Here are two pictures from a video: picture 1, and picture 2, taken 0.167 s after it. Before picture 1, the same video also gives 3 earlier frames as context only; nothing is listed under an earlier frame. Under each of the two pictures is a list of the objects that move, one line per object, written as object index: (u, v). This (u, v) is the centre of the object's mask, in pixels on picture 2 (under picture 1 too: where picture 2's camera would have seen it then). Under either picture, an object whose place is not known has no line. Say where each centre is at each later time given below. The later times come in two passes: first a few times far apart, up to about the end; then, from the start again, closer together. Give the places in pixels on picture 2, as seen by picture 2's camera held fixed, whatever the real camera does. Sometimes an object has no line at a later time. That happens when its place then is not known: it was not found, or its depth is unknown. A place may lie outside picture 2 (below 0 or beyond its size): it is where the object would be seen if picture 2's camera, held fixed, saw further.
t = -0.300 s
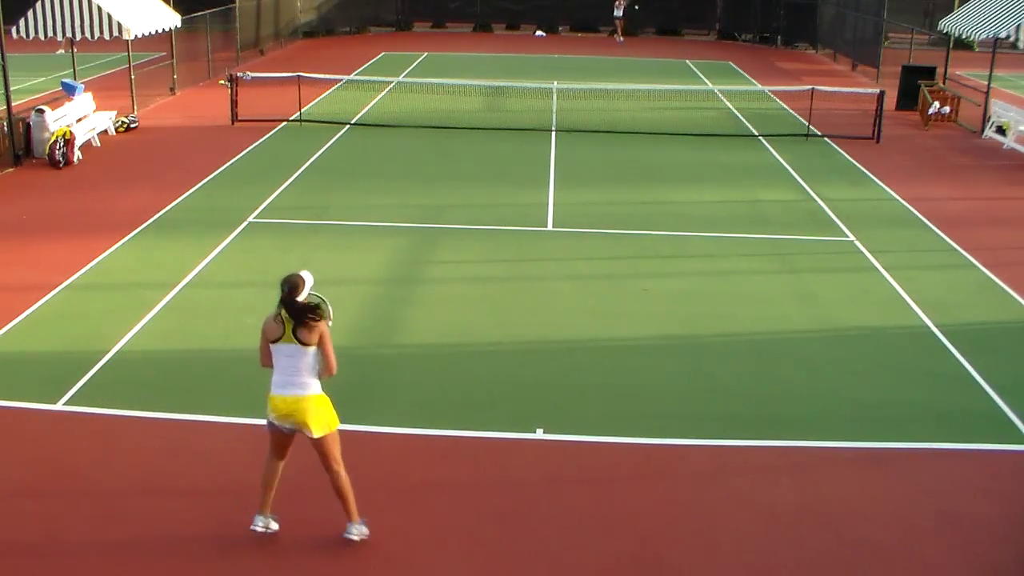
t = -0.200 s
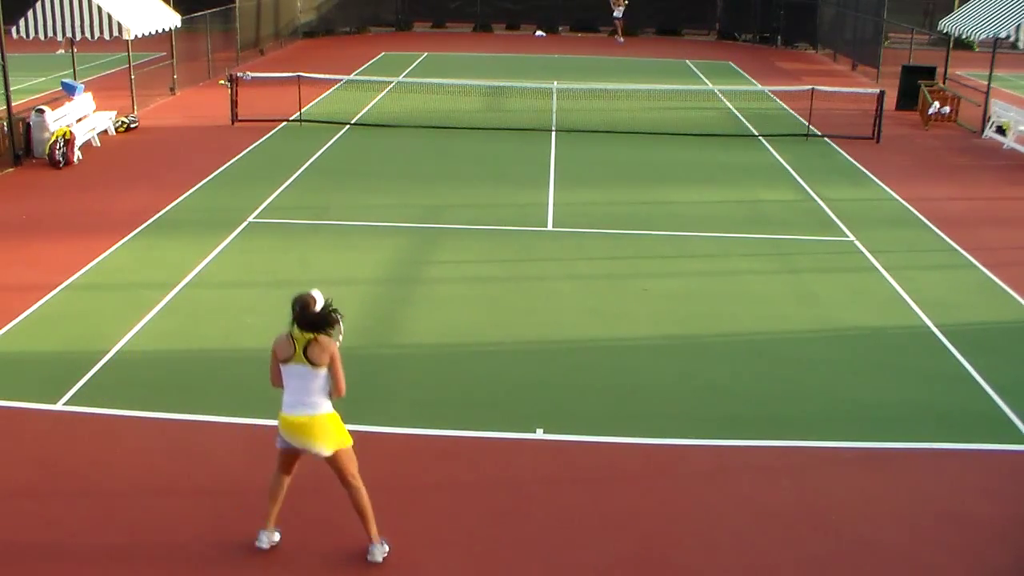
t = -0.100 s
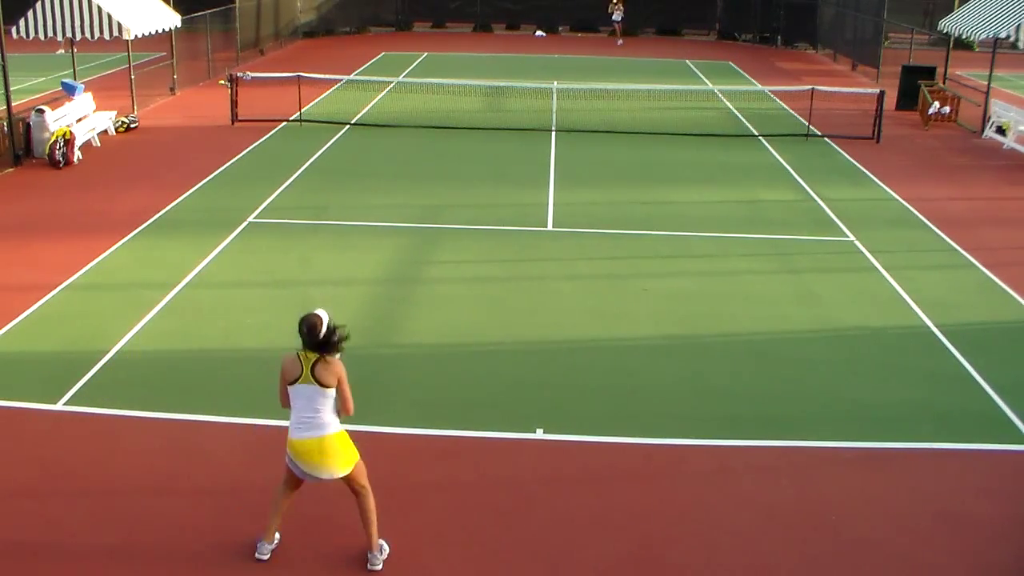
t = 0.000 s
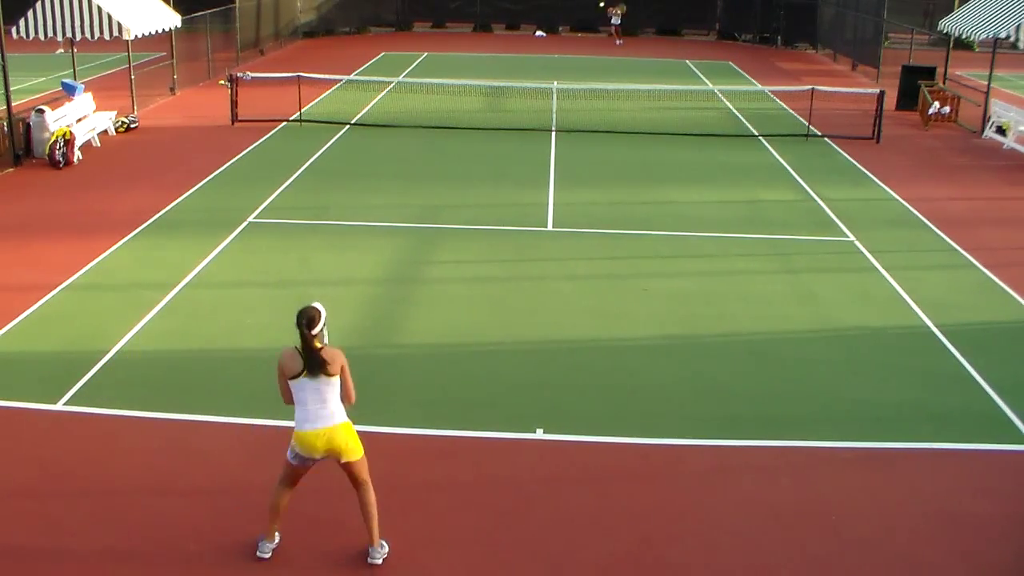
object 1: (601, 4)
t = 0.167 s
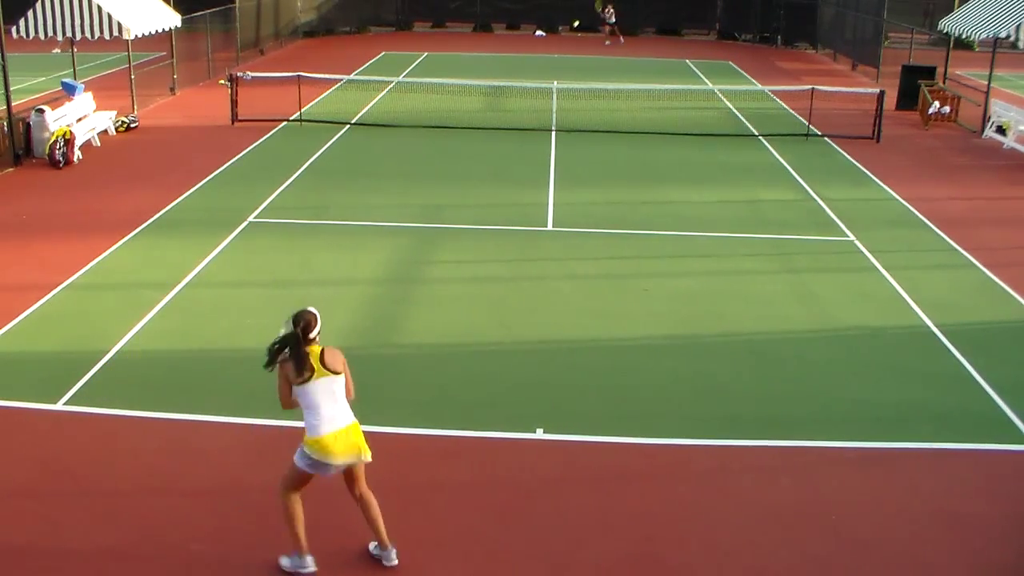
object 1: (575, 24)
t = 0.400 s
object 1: (527, 94)
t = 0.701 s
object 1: (438, 239)
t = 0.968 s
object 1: (346, 243)
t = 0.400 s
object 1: (527, 94)
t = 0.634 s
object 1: (455, 248)
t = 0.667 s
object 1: (446, 243)
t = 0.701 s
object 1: (438, 239)
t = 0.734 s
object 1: (428, 235)
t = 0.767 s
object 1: (418, 233)
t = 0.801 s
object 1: (408, 231)
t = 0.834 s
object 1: (396, 231)
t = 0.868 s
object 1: (385, 232)
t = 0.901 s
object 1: (372, 234)
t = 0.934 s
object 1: (359, 238)
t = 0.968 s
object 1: (346, 243)
